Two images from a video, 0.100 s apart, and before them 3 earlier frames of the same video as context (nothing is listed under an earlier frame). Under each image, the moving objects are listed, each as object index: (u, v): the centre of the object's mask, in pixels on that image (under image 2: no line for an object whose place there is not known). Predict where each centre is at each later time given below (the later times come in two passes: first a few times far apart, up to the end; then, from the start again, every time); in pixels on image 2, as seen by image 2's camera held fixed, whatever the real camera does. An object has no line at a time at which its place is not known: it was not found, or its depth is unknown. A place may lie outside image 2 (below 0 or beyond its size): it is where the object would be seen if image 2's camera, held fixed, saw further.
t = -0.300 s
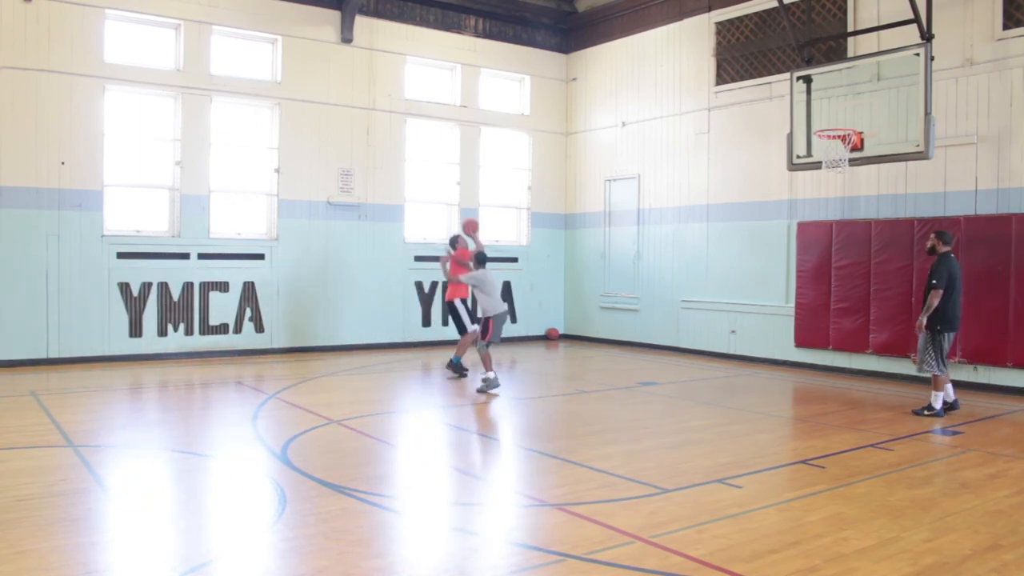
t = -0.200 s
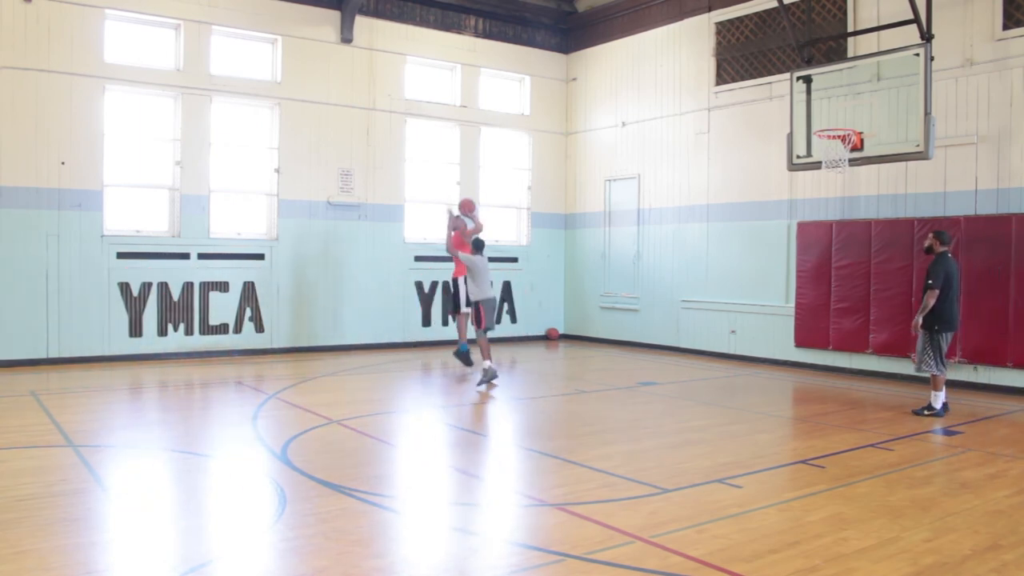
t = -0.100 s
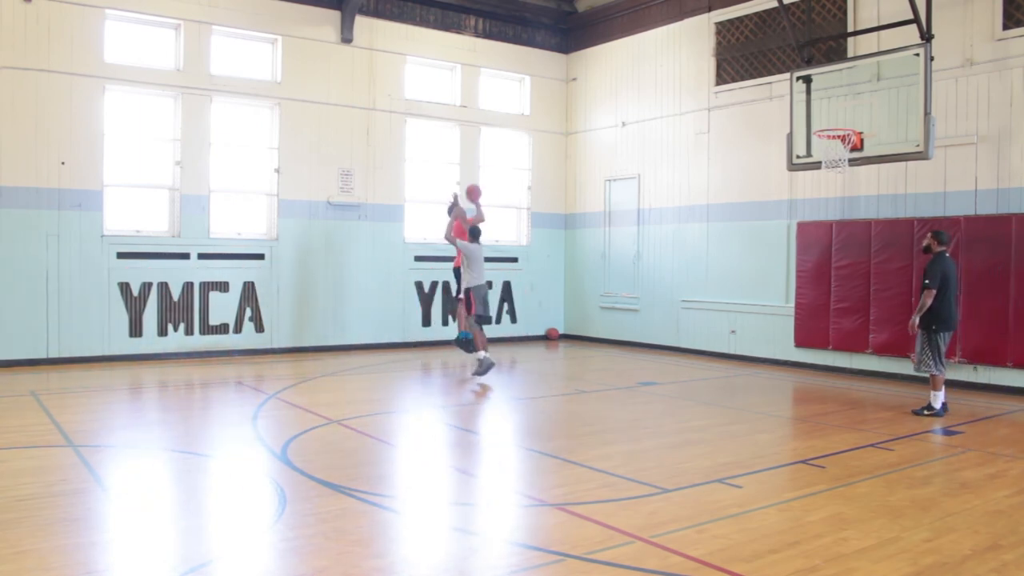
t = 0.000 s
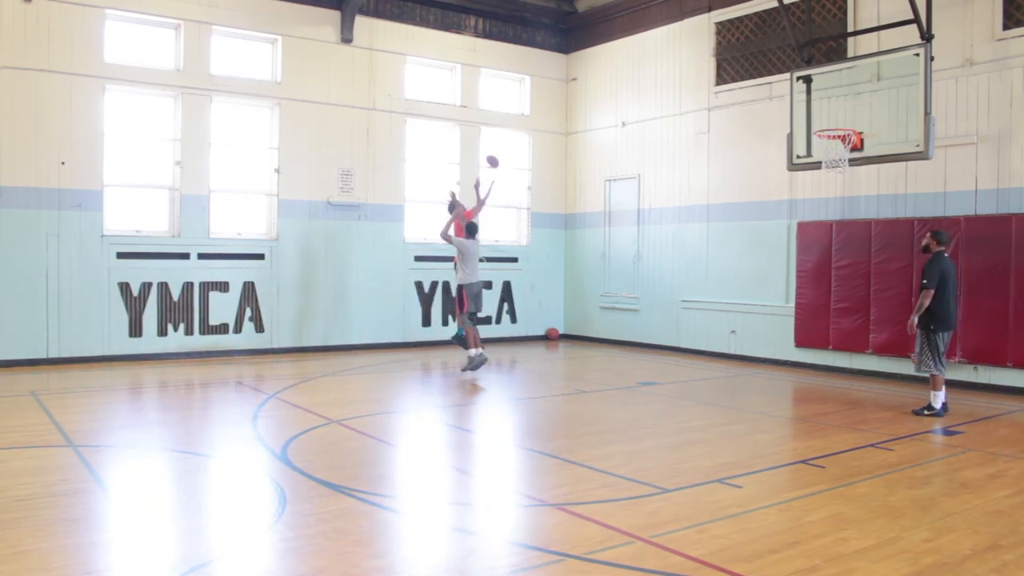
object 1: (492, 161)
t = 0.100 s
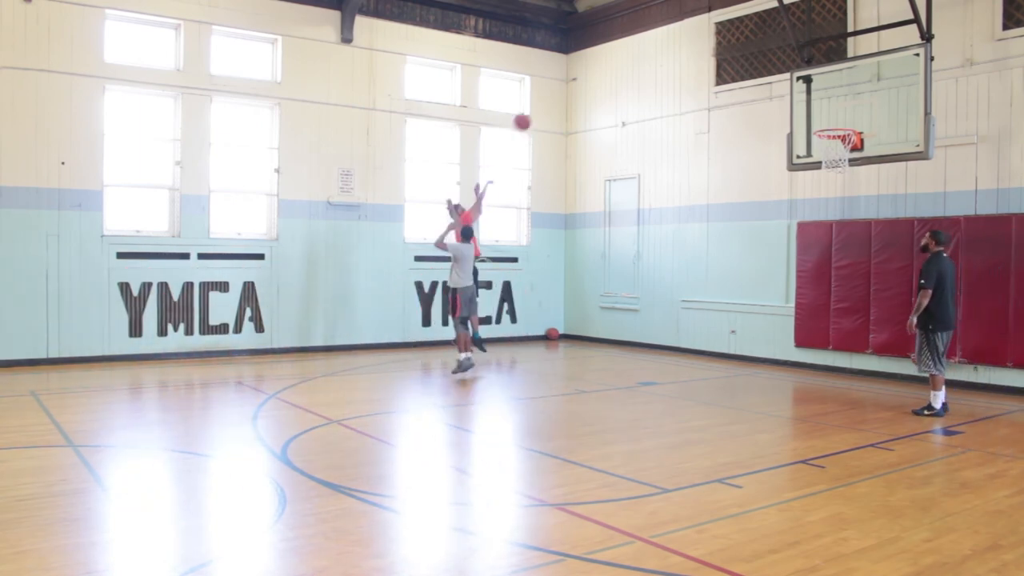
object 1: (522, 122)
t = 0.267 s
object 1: (572, 72)
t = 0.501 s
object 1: (644, 34)
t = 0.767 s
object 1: (731, 41)
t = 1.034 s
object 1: (822, 108)
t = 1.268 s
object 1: (823, 187)
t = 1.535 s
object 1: (790, 309)
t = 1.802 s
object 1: (754, 330)
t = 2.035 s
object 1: (720, 263)
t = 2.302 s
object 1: (679, 243)
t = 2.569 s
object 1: (638, 284)
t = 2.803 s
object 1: (602, 370)
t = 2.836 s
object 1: (597, 385)
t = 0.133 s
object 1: (532, 111)
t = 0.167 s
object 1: (542, 100)
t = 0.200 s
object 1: (552, 90)
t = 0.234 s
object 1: (562, 80)
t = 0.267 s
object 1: (572, 72)
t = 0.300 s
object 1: (582, 64)
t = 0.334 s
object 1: (592, 57)
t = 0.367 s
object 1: (602, 51)
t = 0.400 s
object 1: (613, 45)
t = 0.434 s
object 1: (623, 41)
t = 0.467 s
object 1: (634, 37)
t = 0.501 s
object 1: (644, 34)
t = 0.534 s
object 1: (655, 32)
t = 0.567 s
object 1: (665, 31)
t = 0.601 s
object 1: (676, 30)
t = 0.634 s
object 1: (687, 31)
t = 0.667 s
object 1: (698, 32)
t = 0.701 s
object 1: (709, 35)
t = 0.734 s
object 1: (721, 37)
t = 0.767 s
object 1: (731, 41)
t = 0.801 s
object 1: (742, 46)
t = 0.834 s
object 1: (753, 52)
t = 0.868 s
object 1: (764, 59)
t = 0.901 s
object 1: (776, 66)
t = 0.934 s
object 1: (788, 75)
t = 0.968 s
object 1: (800, 85)
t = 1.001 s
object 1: (811, 96)
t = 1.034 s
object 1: (822, 108)
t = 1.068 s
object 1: (834, 120)
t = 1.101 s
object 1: (845, 134)
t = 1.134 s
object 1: (842, 144)
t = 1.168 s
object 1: (835, 157)
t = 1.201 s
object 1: (831, 168)
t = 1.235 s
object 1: (828, 177)
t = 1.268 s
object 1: (823, 187)
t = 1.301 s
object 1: (819, 199)
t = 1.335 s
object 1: (815, 212)
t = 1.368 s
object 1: (811, 226)
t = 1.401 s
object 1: (808, 240)
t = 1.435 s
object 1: (803, 256)
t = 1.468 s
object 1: (798, 273)
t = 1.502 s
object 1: (794, 291)
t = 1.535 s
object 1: (790, 309)
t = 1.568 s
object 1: (785, 329)
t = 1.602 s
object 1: (782, 350)
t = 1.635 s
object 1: (777, 372)
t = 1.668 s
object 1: (773, 389)
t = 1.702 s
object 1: (768, 373)
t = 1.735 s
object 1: (764, 358)
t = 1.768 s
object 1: (759, 343)
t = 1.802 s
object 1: (754, 330)
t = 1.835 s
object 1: (749, 317)
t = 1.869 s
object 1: (745, 306)
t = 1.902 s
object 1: (739, 295)
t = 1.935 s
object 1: (734, 286)
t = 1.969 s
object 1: (730, 277)
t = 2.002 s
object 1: (725, 269)
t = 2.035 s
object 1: (720, 263)
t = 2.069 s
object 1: (714, 257)
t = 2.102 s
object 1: (709, 252)
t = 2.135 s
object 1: (704, 248)
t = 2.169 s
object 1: (699, 245)
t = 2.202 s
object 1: (694, 243)
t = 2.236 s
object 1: (689, 242)
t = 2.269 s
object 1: (684, 242)
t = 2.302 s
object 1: (679, 243)
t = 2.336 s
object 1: (674, 245)
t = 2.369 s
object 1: (669, 248)
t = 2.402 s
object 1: (663, 252)
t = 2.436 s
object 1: (658, 256)
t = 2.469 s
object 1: (653, 262)
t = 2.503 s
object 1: (648, 268)
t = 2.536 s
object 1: (643, 276)
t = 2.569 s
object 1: (638, 284)
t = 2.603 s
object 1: (633, 294)
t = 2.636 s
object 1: (627, 304)
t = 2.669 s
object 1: (622, 316)
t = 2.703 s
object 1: (618, 328)
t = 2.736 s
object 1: (612, 341)
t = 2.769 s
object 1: (607, 355)
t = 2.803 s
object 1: (602, 370)
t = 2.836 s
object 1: (597, 385)
